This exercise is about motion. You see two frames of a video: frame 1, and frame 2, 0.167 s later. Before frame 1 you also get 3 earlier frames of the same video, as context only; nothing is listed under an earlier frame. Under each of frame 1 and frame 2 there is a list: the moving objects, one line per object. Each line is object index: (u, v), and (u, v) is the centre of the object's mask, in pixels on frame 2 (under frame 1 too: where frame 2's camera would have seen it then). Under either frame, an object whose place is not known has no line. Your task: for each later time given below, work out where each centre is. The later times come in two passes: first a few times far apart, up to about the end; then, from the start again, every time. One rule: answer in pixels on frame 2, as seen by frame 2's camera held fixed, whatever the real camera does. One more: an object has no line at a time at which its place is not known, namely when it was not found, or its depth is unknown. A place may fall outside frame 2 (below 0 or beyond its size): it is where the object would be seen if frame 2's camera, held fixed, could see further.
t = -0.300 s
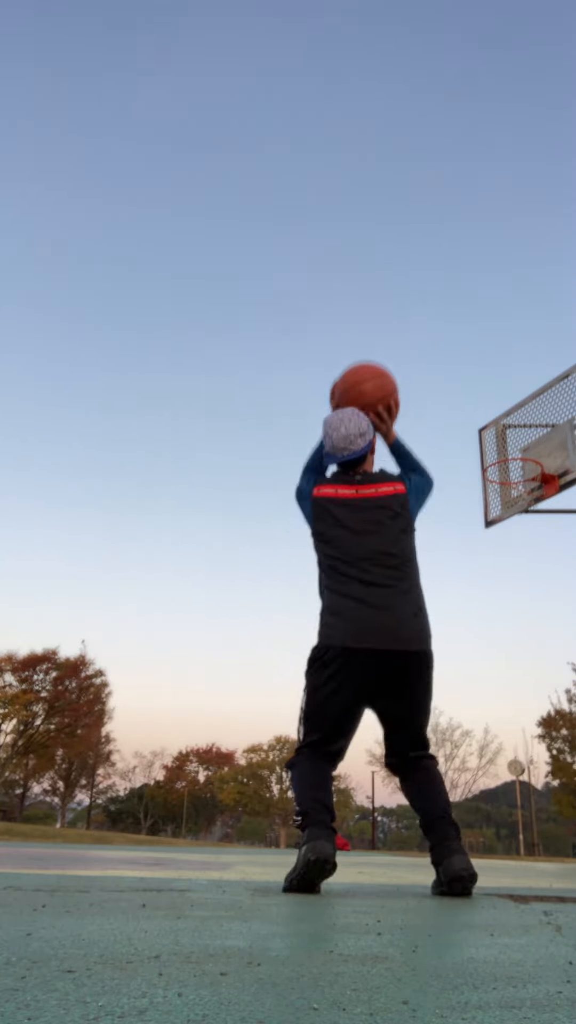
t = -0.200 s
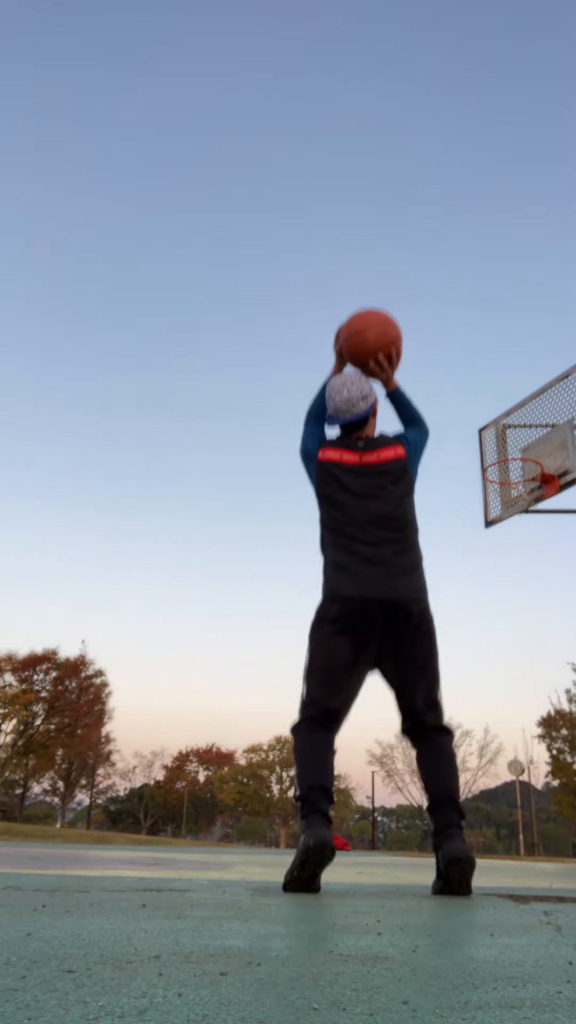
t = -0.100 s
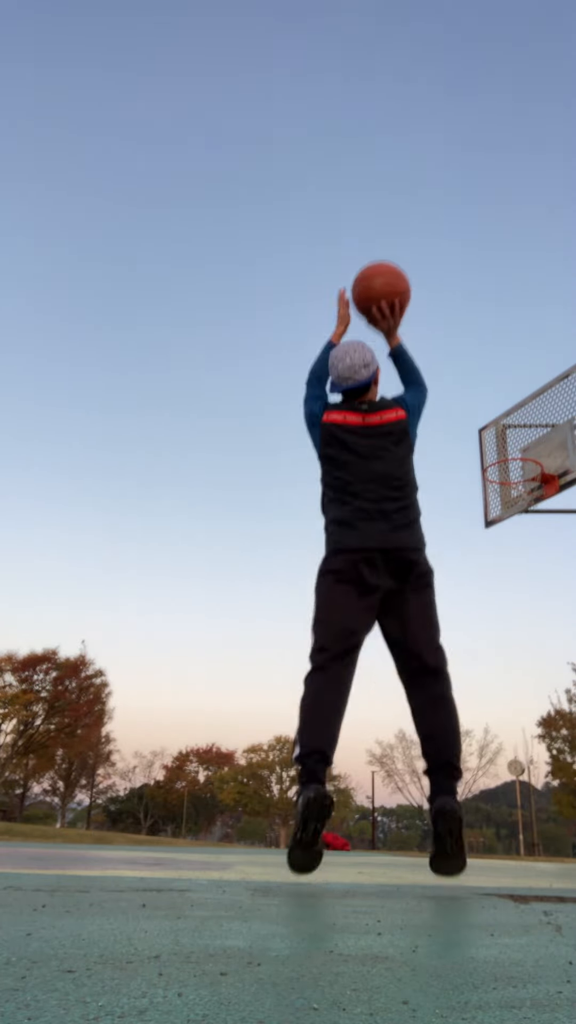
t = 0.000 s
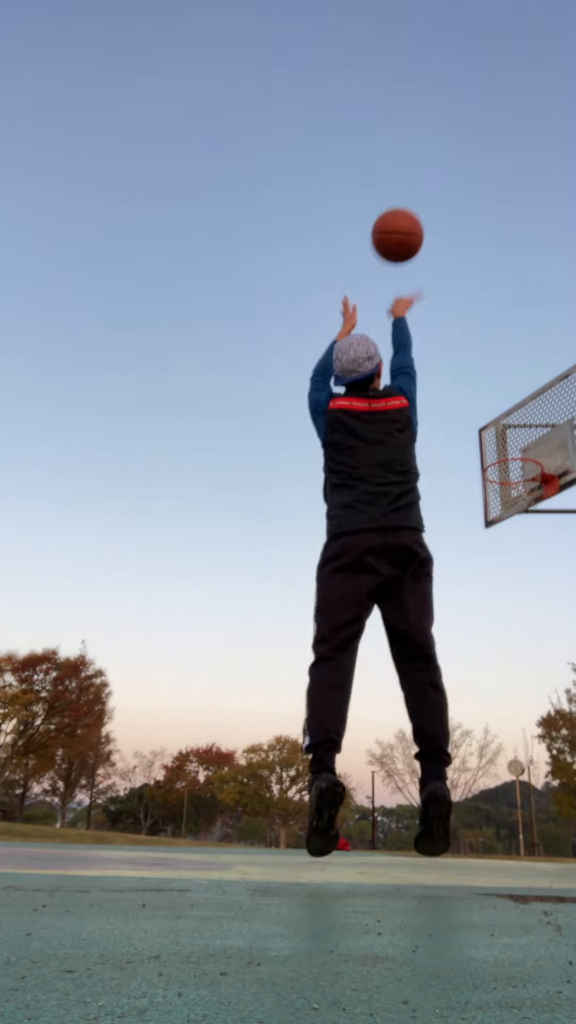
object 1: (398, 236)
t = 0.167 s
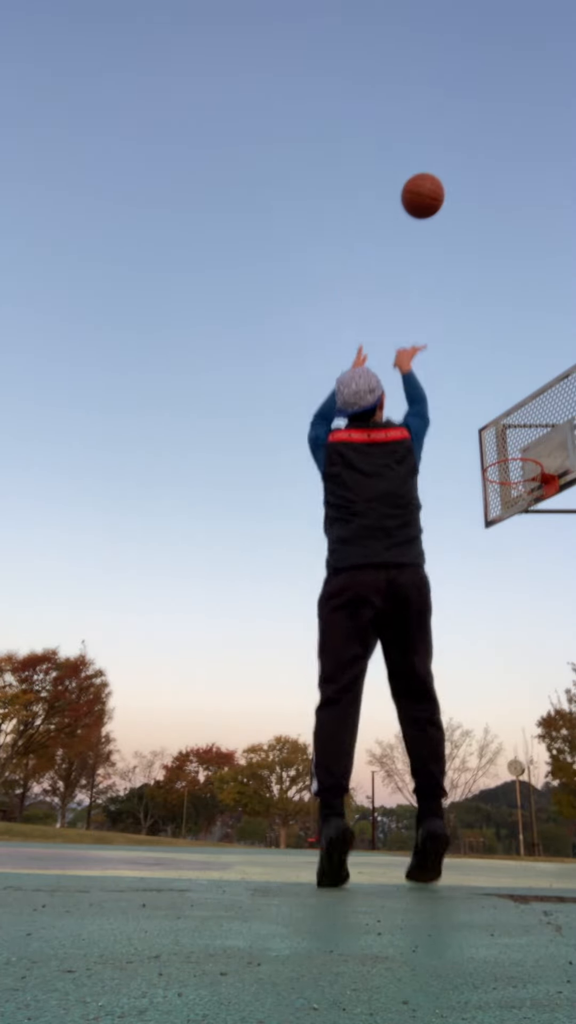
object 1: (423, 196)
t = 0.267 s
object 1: (434, 195)
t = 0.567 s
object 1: (463, 251)
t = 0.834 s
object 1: (487, 359)
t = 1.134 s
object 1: (514, 504)
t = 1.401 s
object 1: (544, 578)
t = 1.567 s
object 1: (565, 670)
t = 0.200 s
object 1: (427, 194)
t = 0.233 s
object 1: (431, 194)
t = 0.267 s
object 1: (434, 195)
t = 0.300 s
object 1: (438, 197)
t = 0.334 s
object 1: (442, 200)
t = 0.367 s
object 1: (445, 204)
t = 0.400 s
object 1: (448, 210)
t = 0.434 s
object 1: (451, 216)
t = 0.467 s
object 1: (454, 224)
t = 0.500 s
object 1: (457, 232)
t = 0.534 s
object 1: (460, 241)
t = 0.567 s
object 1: (463, 251)
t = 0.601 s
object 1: (466, 262)
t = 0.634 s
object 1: (469, 273)
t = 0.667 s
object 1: (472, 285)
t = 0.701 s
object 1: (475, 299)
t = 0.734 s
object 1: (478, 313)
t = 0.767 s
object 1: (481, 327)
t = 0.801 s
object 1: (484, 343)
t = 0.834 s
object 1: (487, 359)
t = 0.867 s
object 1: (490, 376)
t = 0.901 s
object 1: (492, 393)
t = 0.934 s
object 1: (495, 412)
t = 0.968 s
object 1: (499, 431)
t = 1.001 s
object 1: (502, 452)
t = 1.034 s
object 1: (505, 473)
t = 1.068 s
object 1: (508, 494)
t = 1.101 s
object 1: (511, 500)
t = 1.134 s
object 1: (514, 504)
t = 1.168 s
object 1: (517, 509)
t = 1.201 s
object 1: (521, 515)
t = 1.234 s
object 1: (524, 522)
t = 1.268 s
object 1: (528, 531)
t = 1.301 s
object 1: (532, 540)
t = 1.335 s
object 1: (536, 551)
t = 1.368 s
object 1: (540, 564)
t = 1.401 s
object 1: (544, 578)
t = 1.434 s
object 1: (549, 593)
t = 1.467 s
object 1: (553, 610)
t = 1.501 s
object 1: (558, 629)
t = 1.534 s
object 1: (562, 649)
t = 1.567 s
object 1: (565, 670)
